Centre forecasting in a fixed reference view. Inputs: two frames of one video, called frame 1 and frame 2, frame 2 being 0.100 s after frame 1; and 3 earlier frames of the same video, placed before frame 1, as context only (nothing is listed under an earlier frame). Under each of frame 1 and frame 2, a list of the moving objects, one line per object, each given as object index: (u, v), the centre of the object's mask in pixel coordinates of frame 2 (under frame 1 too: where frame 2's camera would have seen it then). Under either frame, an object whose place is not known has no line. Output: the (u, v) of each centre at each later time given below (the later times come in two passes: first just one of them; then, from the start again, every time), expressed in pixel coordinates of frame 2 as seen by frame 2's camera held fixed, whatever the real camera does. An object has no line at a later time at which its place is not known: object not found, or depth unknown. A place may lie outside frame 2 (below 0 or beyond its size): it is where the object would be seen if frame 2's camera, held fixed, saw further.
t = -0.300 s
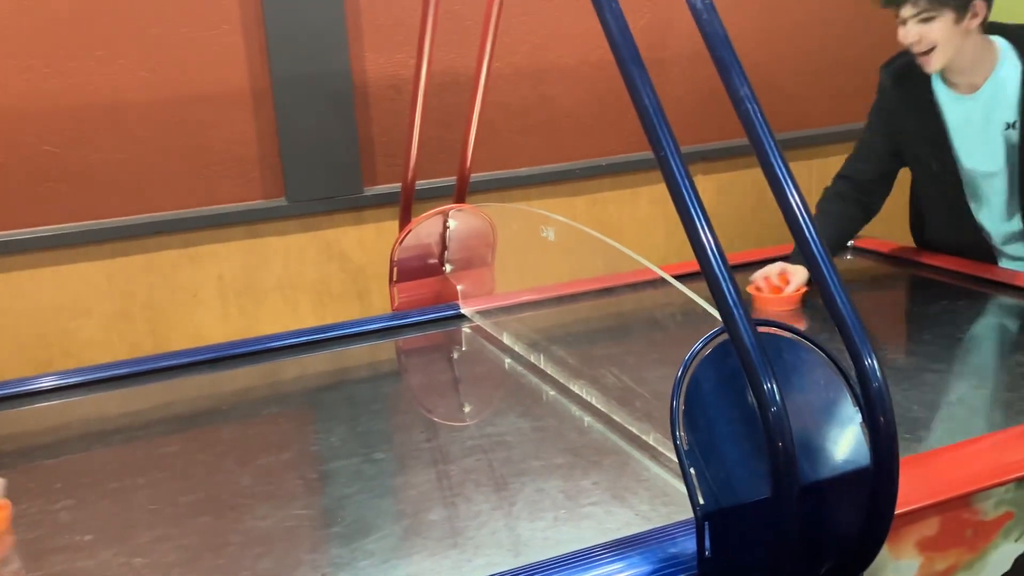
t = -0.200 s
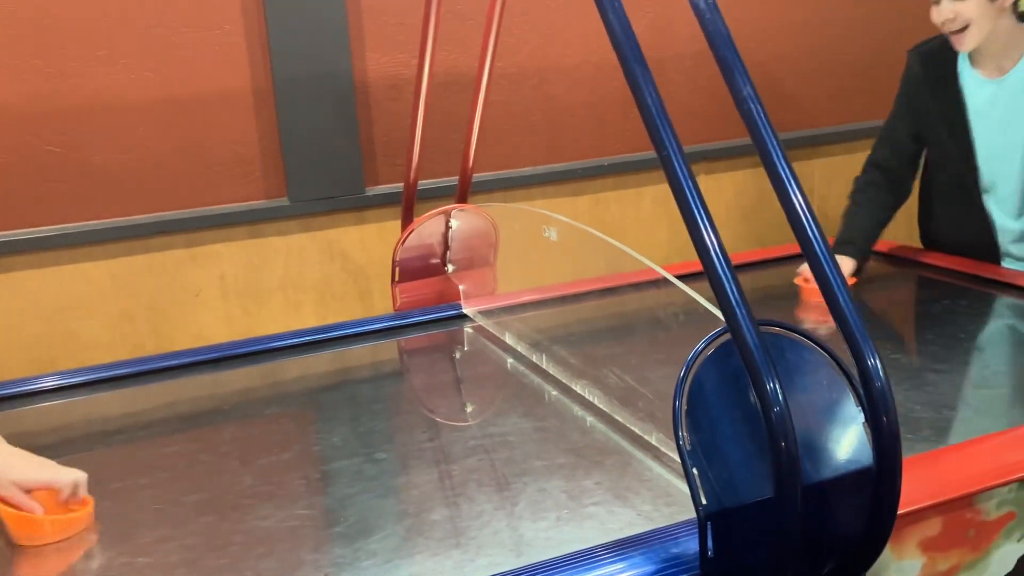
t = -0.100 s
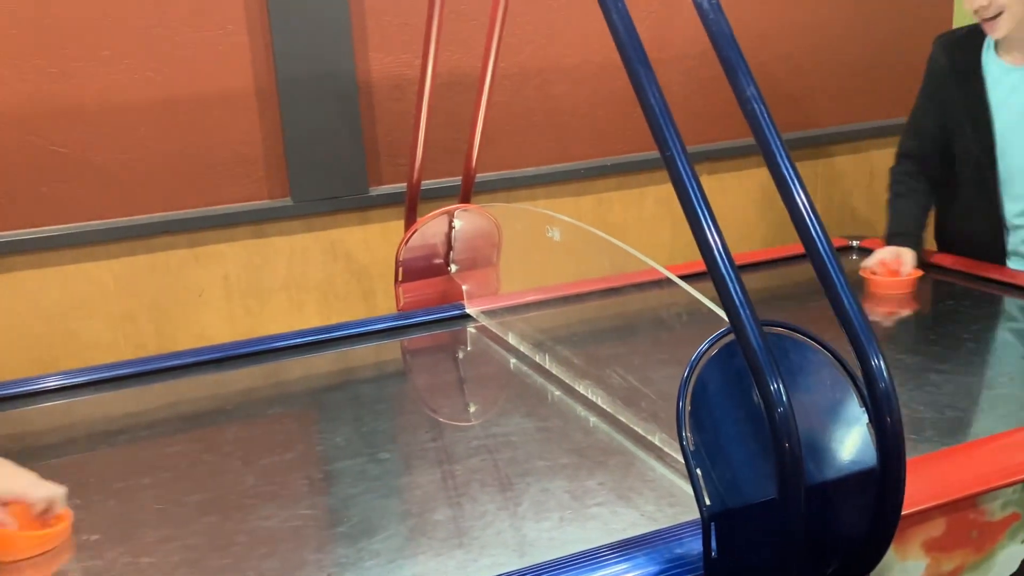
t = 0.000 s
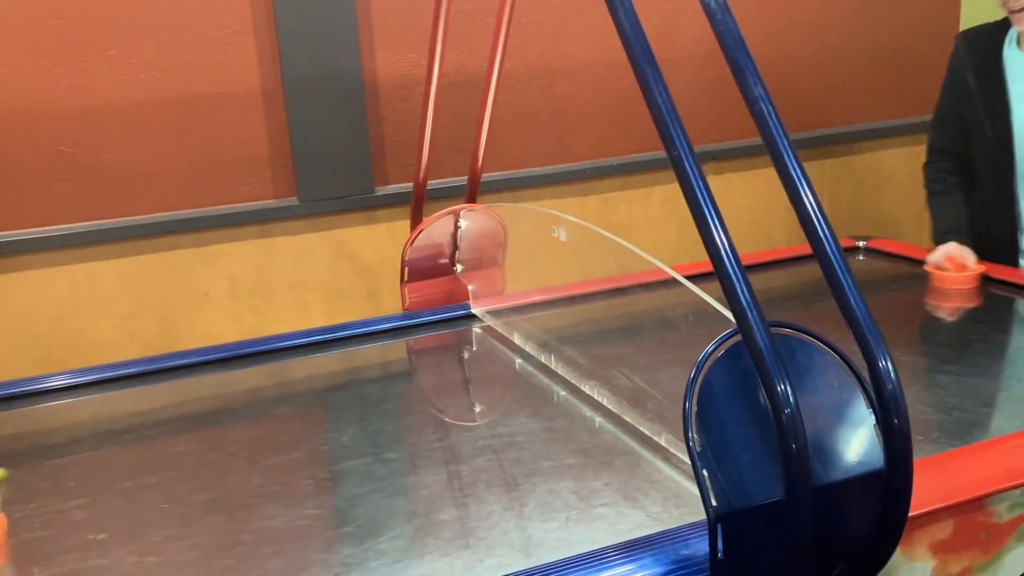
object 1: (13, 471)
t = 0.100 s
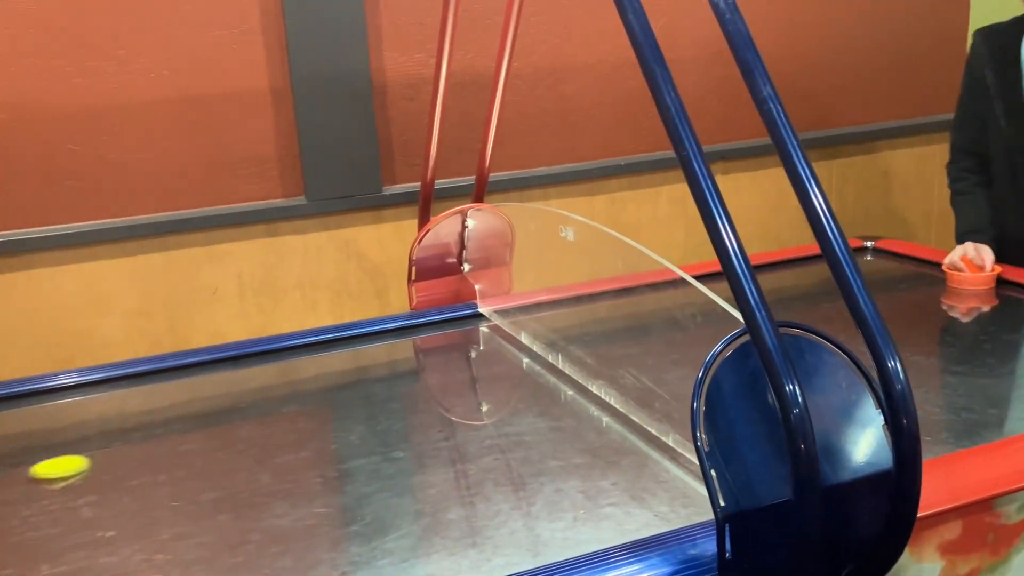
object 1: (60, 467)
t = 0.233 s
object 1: (122, 458)
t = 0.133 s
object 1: (79, 465)
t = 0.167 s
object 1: (96, 462)
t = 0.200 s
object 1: (111, 461)
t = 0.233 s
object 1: (122, 458)
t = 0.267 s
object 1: (132, 457)
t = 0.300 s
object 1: (139, 458)
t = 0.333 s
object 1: (143, 457)
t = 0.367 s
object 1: (145, 457)
